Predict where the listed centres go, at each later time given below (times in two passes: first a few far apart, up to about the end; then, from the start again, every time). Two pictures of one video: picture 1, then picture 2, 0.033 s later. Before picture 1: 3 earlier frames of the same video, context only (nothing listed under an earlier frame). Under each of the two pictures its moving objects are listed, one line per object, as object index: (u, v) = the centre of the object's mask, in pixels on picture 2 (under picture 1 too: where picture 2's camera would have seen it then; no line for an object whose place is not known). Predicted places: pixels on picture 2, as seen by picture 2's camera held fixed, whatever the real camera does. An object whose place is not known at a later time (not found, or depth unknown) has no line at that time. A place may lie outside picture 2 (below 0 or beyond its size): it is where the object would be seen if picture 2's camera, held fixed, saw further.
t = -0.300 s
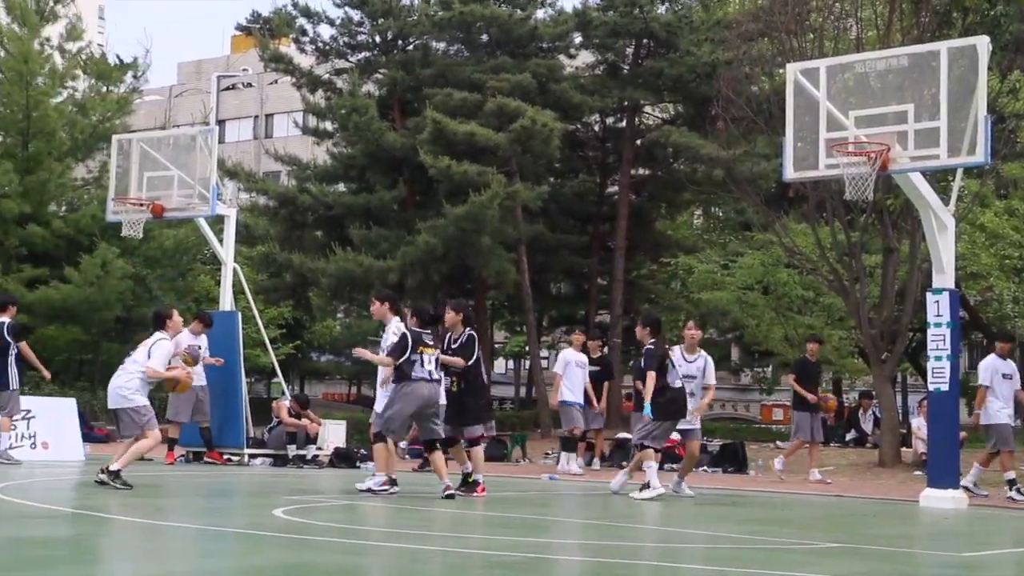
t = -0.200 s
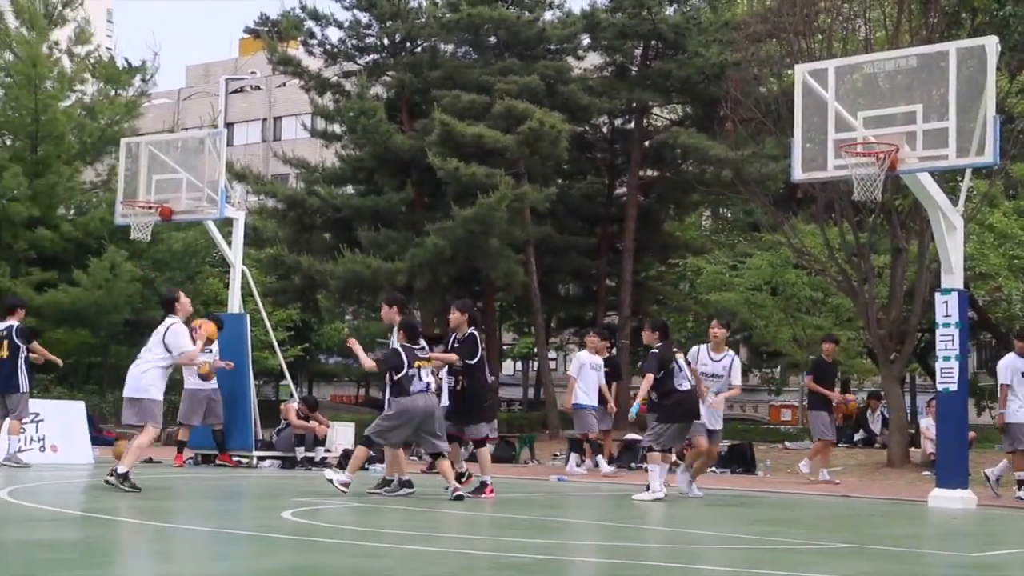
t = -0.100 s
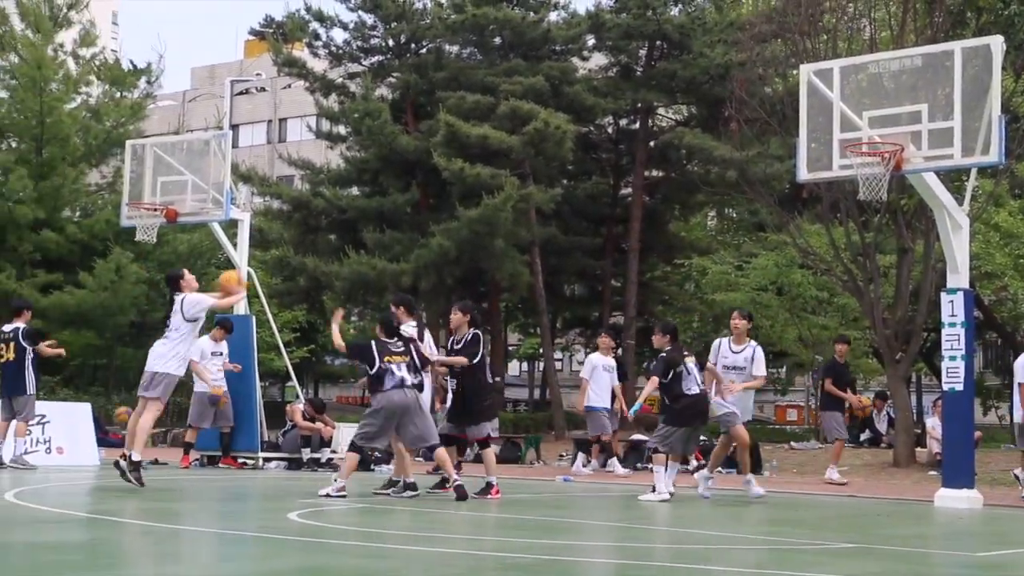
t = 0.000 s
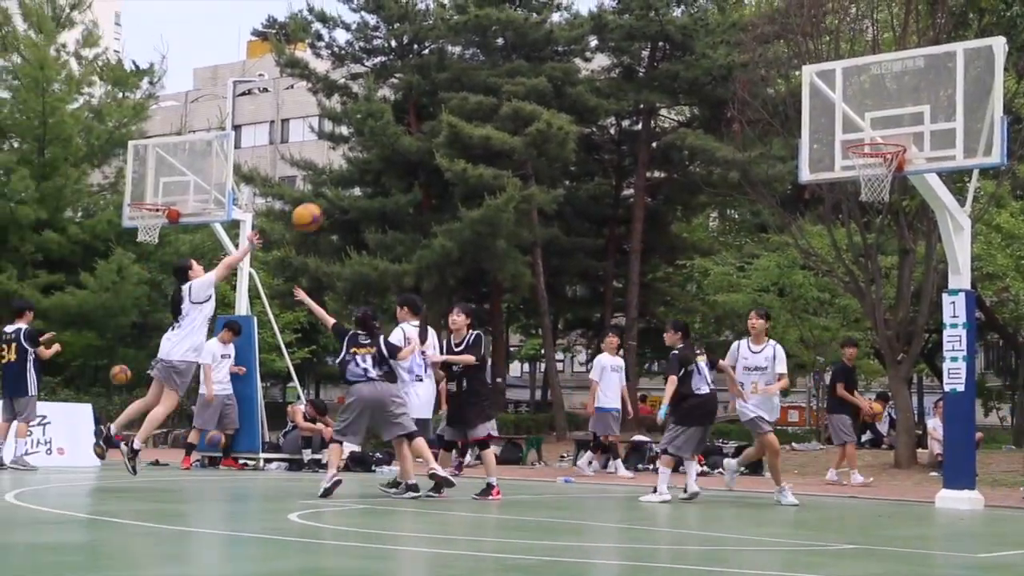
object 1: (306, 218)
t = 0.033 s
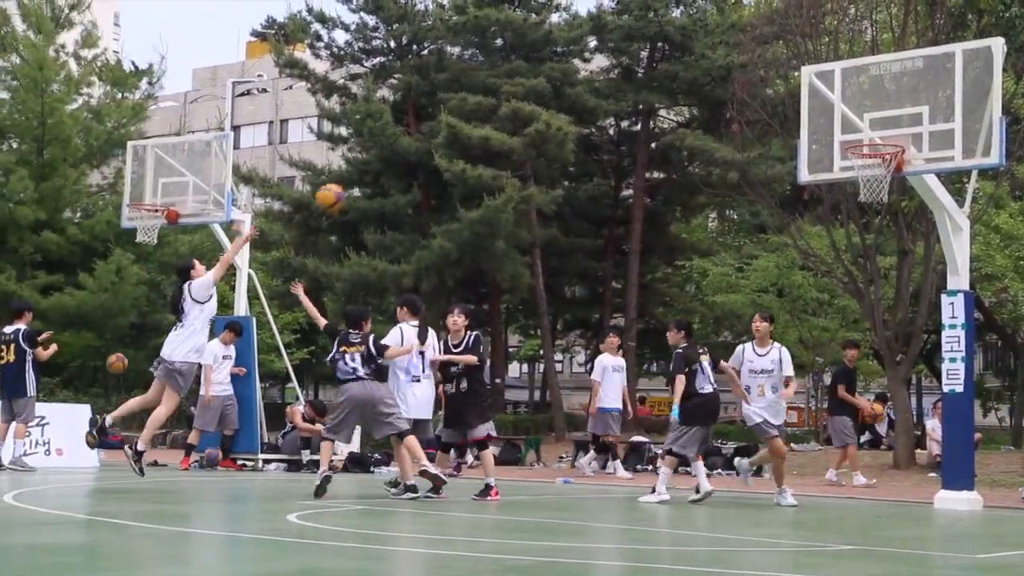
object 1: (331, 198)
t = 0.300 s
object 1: (517, 87)
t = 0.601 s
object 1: (707, 65)
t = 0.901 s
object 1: (853, 131)
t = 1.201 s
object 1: (883, 104)
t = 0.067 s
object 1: (355, 180)
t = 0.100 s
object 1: (379, 162)
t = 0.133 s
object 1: (402, 146)
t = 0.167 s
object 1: (426, 132)
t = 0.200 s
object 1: (449, 119)
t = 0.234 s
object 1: (471, 107)
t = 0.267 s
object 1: (495, 95)
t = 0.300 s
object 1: (517, 87)
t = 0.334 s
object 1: (539, 79)
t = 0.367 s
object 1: (561, 74)
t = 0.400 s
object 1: (582, 67)
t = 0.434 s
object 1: (603, 62)
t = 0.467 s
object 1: (625, 61)
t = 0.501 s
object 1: (645, 59)
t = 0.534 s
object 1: (666, 60)
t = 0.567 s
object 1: (687, 62)
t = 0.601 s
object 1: (707, 65)
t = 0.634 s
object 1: (726, 67)
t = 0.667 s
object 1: (747, 73)
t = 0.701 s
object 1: (766, 79)
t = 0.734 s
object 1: (786, 87)
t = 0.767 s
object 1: (805, 96)
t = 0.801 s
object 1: (825, 106)
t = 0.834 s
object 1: (845, 118)
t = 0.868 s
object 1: (854, 126)
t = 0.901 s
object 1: (853, 131)
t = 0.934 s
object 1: (854, 136)
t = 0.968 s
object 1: (856, 135)
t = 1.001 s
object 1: (859, 133)
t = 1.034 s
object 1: (863, 126)
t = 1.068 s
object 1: (867, 118)
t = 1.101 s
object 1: (871, 113)
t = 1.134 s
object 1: (875, 109)
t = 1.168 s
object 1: (879, 106)
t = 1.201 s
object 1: (883, 104)
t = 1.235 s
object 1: (887, 104)
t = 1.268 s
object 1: (891, 105)
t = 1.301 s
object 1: (895, 107)
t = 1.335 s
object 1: (900, 112)
